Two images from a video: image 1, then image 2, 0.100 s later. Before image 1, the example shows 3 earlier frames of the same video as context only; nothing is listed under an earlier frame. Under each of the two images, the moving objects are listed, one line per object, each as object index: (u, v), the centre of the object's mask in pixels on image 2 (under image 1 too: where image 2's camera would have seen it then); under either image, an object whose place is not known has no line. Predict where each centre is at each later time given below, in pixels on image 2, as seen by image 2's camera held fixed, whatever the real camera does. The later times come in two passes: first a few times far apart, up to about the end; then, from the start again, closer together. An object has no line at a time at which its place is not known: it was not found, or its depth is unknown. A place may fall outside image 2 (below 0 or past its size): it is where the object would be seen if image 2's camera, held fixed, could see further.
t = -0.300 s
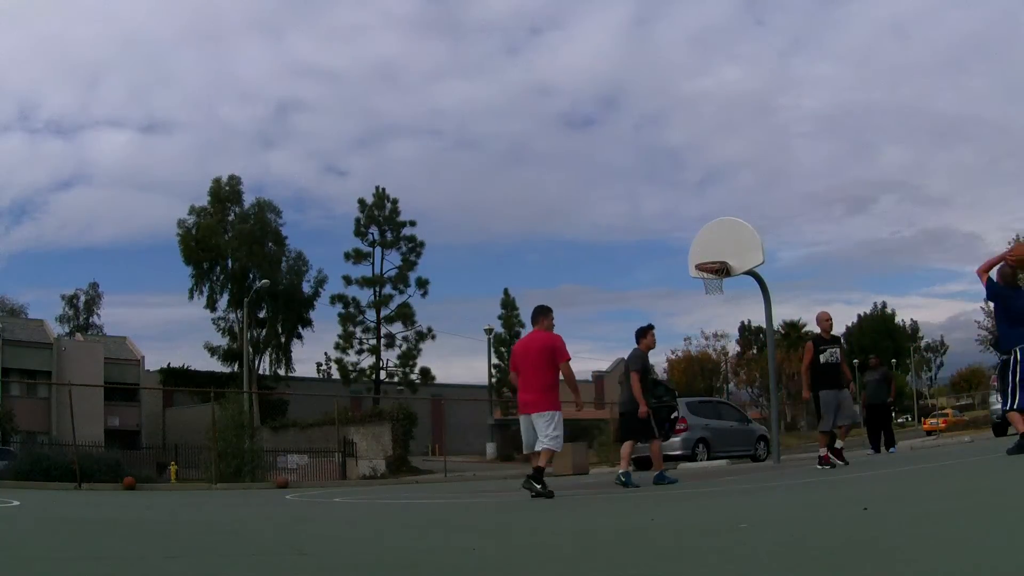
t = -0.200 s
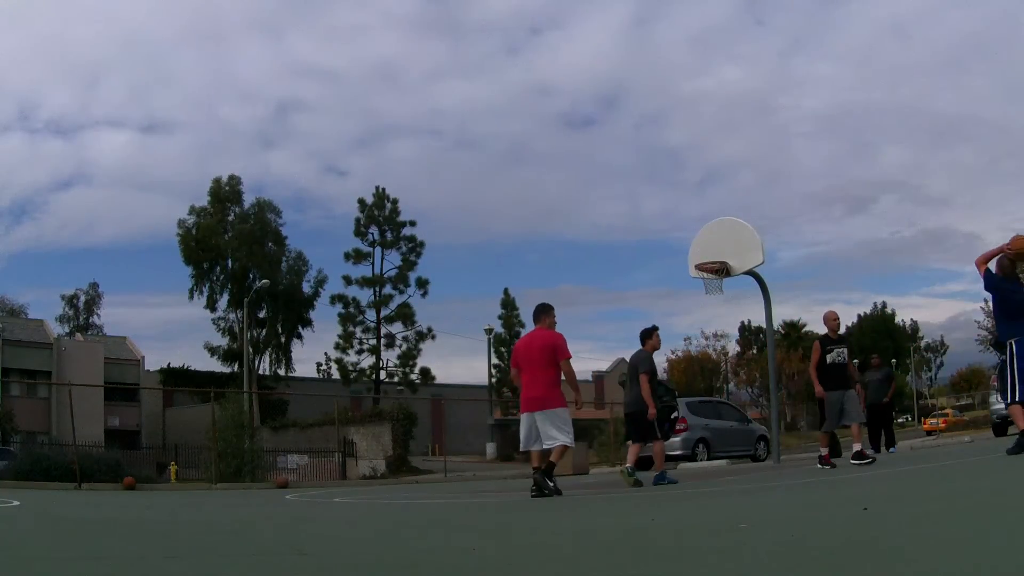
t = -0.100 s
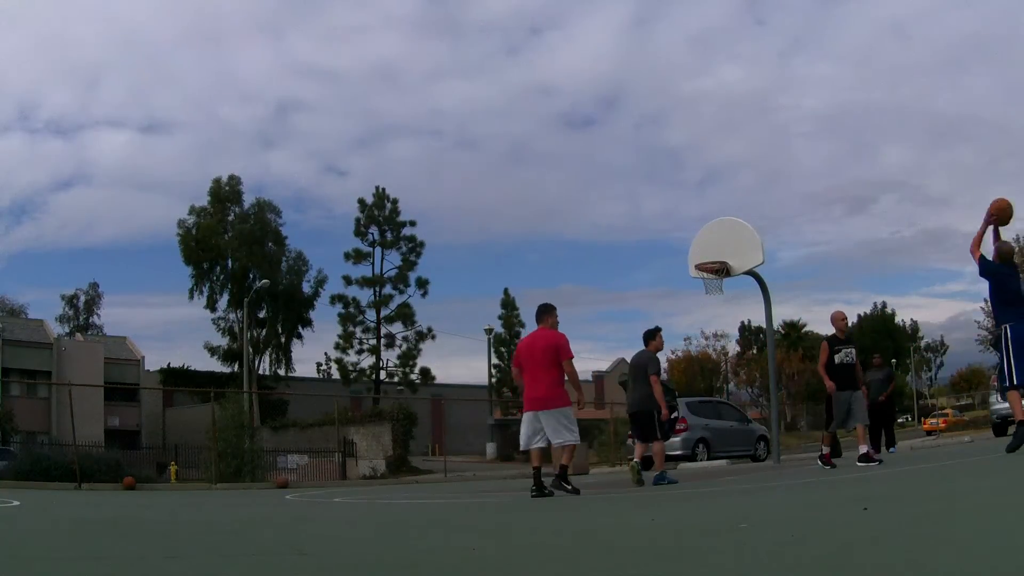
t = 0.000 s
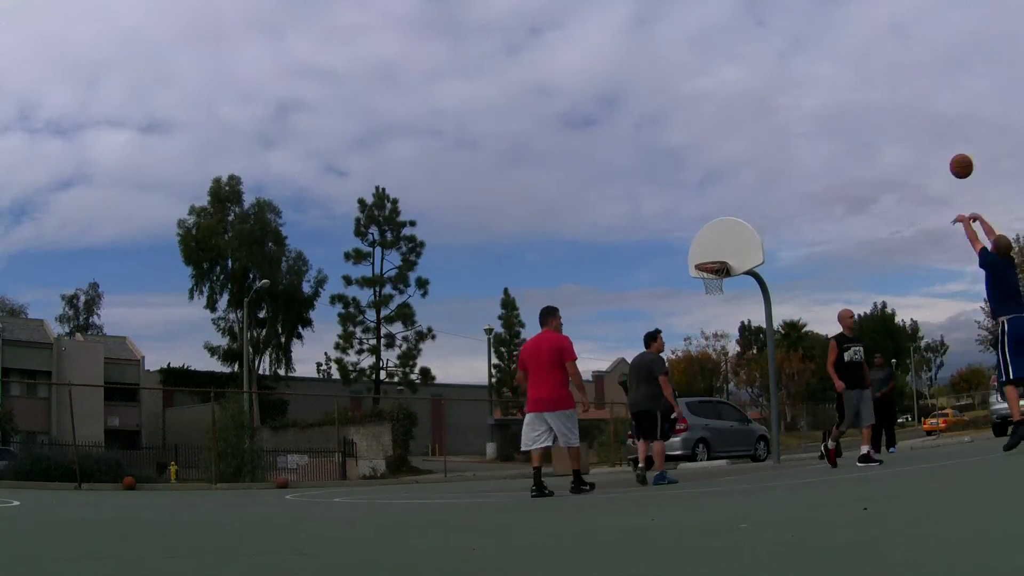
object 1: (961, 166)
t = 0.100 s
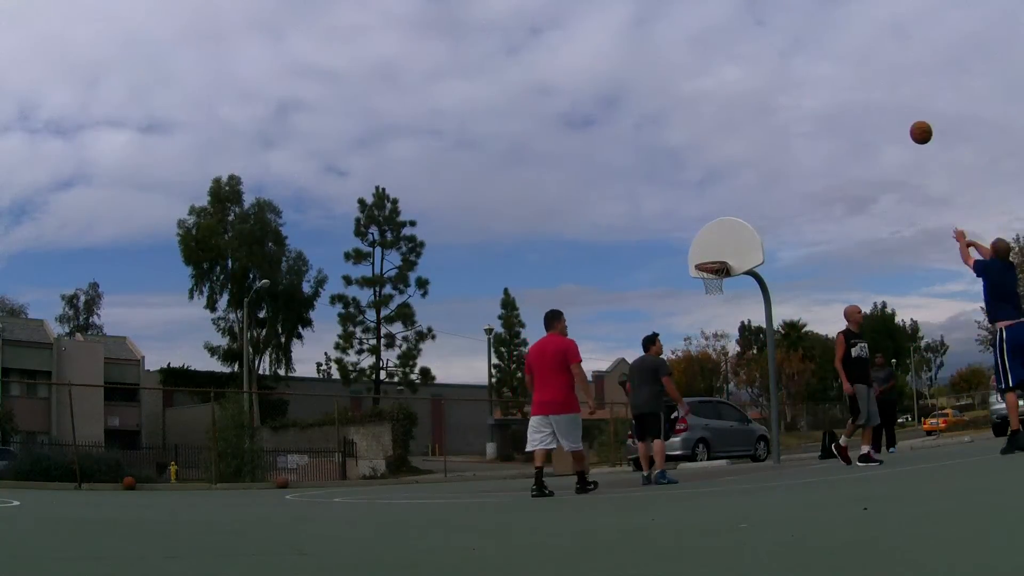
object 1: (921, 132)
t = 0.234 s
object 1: (875, 106)
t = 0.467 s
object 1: (812, 103)
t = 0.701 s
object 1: (767, 139)
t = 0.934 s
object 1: (731, 207)
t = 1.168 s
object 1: (707, 281)
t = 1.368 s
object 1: (705, 304)
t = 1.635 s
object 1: (705, 377)
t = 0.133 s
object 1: (909, 124)
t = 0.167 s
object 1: (897, 117)
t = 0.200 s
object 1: (886, 111)
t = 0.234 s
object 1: (875, 106)
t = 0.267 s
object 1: (865, 103)
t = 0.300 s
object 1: (855, 101)
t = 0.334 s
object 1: (846, 99)
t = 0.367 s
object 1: (837, 99)
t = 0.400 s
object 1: (828, 99)
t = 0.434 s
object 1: (820, 101)
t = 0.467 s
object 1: (812, 103)
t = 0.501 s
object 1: (805, 106)
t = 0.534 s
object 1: (798, 110)
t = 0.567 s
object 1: (791, 114)
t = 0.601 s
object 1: (785, 119)
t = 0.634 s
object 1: (779, 125)
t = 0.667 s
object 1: (772, 132)
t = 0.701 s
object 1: (767, 139)
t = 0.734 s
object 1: (761, 147)
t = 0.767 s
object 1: (756, 156)
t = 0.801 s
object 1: (750, 165)
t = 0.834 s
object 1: (745, 174)
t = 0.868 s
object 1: (740, 185)
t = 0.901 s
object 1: (735, 196)
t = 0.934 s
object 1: (731, 207)
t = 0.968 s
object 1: (726, 219)
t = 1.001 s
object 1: (722, 231)
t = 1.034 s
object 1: (718, 245)
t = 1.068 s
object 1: (714, 257)
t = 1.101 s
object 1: (710, 272)
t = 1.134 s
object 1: (708, 280)
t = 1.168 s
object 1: (707, 281)
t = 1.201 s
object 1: (706, 283)
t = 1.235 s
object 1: (706, 286)
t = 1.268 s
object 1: (706, 289)
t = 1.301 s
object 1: (705, 293)
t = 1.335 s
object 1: (705, 299)
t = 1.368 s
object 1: (705, 304)
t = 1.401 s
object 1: (705, 311)
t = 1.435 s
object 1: (705, 318)
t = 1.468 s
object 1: (705, 326)
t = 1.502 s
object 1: (704, 335)
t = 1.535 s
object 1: (705, 345)
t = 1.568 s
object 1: (705, 353)
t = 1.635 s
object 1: (705, 377)
